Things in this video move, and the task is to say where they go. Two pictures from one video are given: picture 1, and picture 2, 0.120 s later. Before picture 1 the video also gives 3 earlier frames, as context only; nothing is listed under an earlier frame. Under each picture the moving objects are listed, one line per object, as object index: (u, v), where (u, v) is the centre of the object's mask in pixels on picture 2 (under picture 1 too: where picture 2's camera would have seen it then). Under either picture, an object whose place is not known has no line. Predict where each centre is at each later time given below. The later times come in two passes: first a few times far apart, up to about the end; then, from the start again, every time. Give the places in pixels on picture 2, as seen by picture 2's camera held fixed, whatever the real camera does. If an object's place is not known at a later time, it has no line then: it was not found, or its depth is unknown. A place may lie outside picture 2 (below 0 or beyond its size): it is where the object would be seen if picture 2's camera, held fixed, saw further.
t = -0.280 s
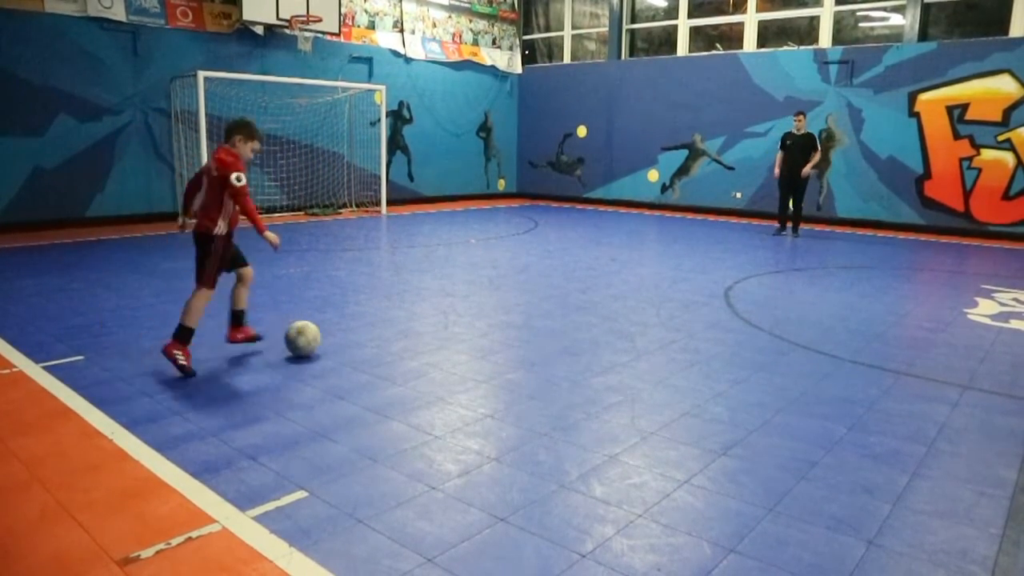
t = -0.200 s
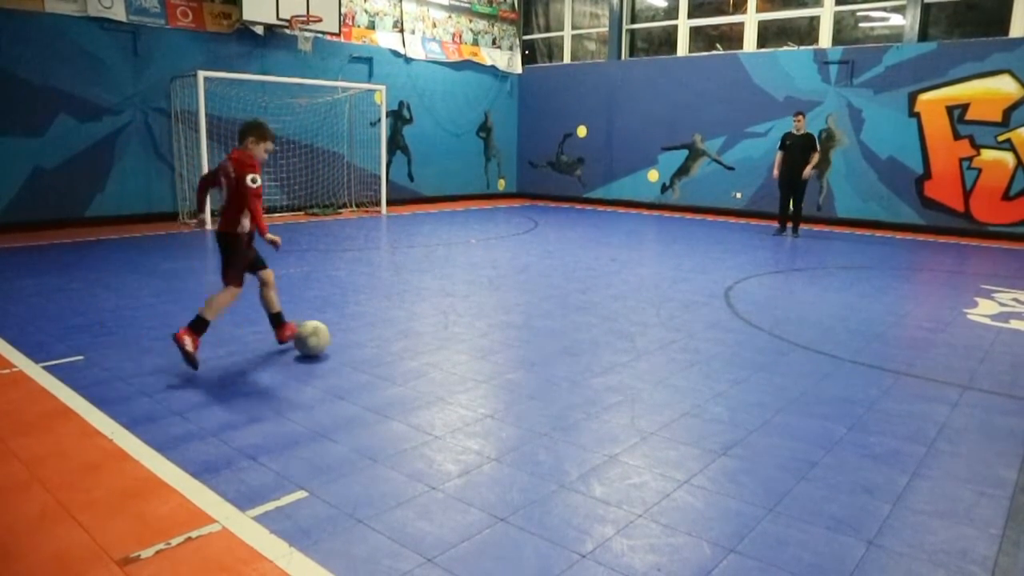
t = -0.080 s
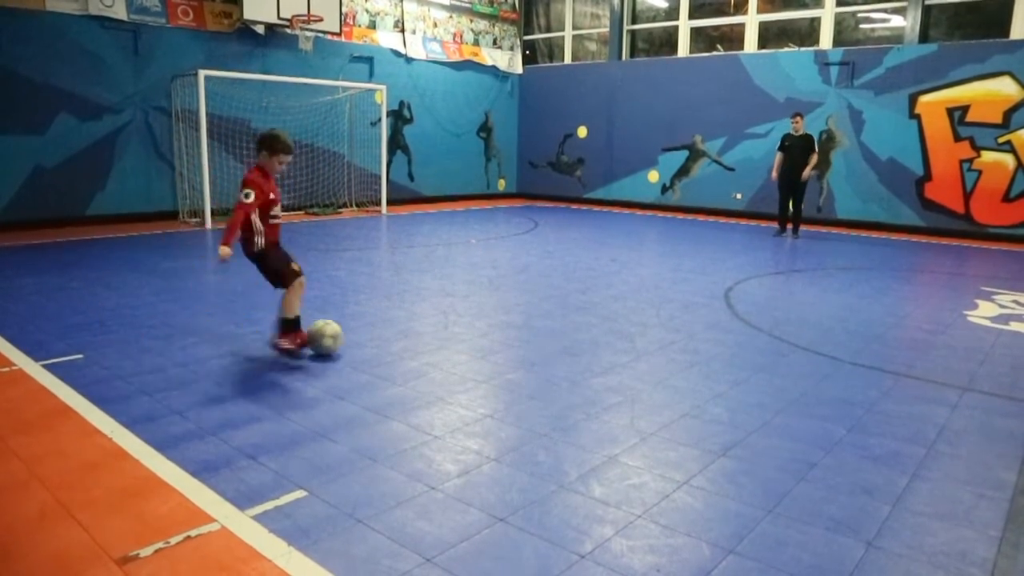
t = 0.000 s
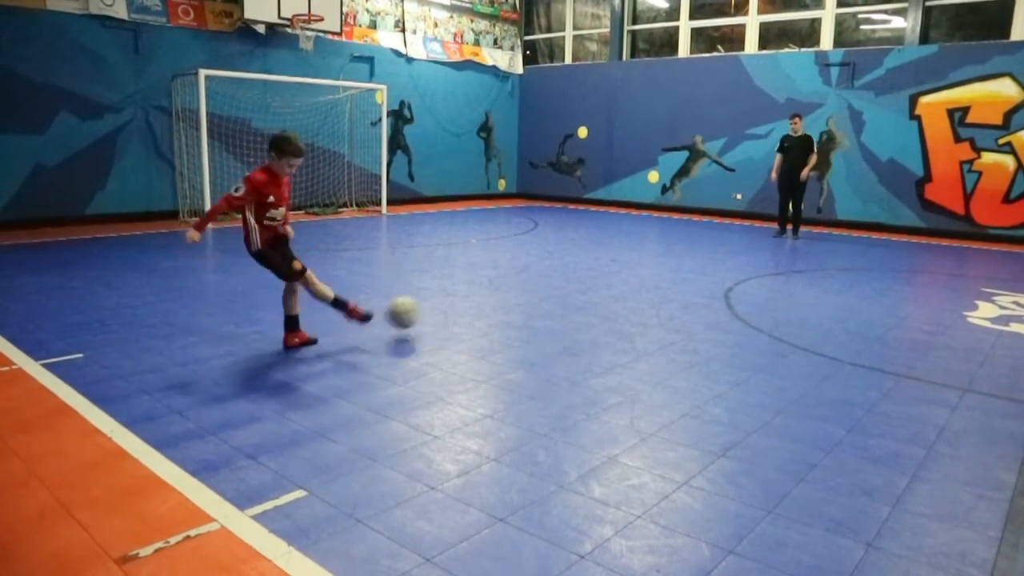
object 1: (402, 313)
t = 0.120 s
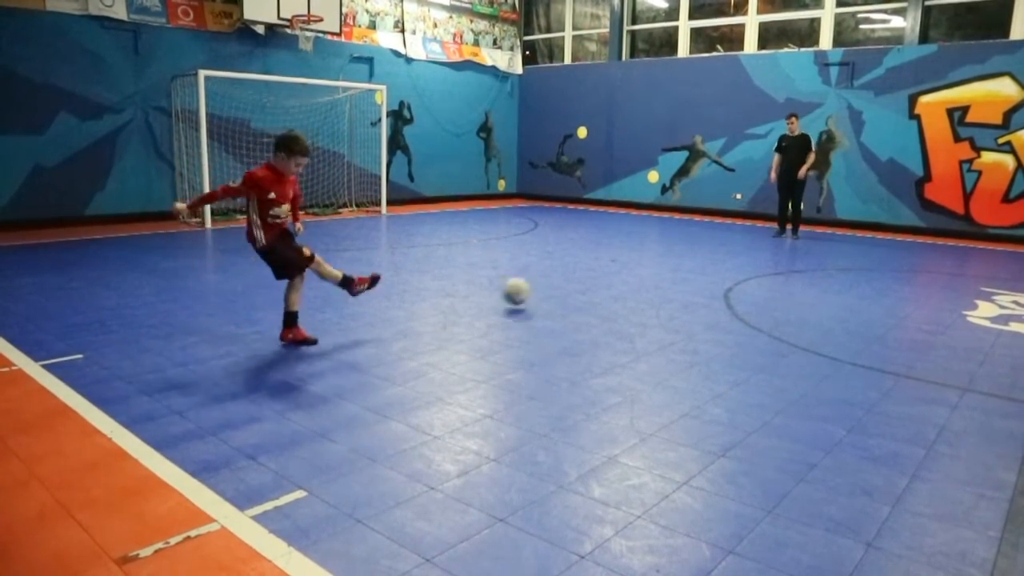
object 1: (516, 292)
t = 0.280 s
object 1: (609, 273)
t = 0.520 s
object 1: (687, 255)
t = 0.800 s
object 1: (739, 242)
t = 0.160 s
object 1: (545, 289)
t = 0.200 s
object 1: (568, 281)
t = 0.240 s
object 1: (590, 276)
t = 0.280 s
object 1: (609, 273)
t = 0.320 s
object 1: (625, 268)
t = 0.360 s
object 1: (640, 265)
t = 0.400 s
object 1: (654, 263)
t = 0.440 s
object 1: (666, 259)
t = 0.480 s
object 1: (677, 257)
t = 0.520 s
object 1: (687, 255)
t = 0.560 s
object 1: (696, 253)
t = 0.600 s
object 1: (704, 250)
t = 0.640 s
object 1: (712, 249)
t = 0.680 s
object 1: (719, 247)
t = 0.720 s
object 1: (726, 245)
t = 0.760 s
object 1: (732, 244)
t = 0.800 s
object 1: (739, 242)
